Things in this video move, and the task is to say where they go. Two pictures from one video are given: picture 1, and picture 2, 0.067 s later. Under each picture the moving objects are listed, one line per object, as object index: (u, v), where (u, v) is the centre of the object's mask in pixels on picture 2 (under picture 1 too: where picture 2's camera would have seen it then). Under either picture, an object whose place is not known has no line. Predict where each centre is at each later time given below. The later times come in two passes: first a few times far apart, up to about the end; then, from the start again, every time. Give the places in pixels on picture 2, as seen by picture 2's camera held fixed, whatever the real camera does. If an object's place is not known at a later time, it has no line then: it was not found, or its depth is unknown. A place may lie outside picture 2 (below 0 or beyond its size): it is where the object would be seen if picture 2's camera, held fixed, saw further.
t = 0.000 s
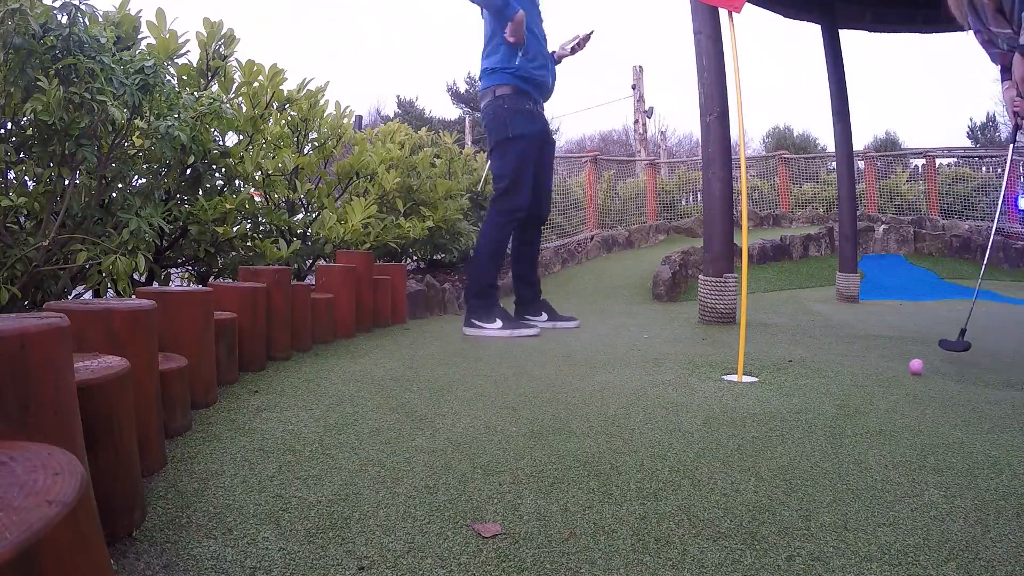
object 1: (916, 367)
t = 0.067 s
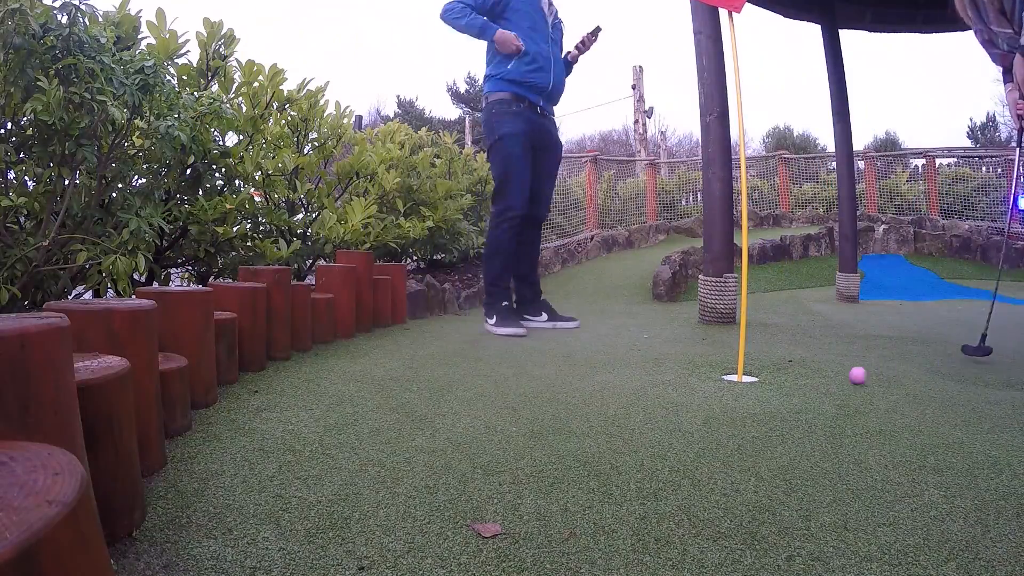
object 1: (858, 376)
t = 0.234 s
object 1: (658, 413)
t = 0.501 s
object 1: (154, 470)
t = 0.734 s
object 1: (242, 514)
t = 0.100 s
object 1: (826, 380)
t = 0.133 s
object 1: (790, 389)
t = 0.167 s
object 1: (752, 396)
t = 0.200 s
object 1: (707, 405)
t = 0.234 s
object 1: (658, 413)
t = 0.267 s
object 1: (602, 421)
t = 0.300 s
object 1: (542, 429)
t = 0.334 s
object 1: (477, 439)
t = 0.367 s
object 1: (410, 447)
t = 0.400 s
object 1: (340, 455)
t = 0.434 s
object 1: (271, 461)
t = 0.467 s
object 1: (203, 465)
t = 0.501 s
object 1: (154, 470)
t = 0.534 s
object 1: (155, 475)
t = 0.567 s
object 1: (170, 479)
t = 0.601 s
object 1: (193, 482)
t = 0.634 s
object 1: (214, 486)
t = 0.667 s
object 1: (231, 493)
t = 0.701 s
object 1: (242, 503)
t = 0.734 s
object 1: (242, 514)
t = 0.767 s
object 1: (242, 528)
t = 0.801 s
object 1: (238, 545)
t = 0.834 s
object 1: (228, 560)
